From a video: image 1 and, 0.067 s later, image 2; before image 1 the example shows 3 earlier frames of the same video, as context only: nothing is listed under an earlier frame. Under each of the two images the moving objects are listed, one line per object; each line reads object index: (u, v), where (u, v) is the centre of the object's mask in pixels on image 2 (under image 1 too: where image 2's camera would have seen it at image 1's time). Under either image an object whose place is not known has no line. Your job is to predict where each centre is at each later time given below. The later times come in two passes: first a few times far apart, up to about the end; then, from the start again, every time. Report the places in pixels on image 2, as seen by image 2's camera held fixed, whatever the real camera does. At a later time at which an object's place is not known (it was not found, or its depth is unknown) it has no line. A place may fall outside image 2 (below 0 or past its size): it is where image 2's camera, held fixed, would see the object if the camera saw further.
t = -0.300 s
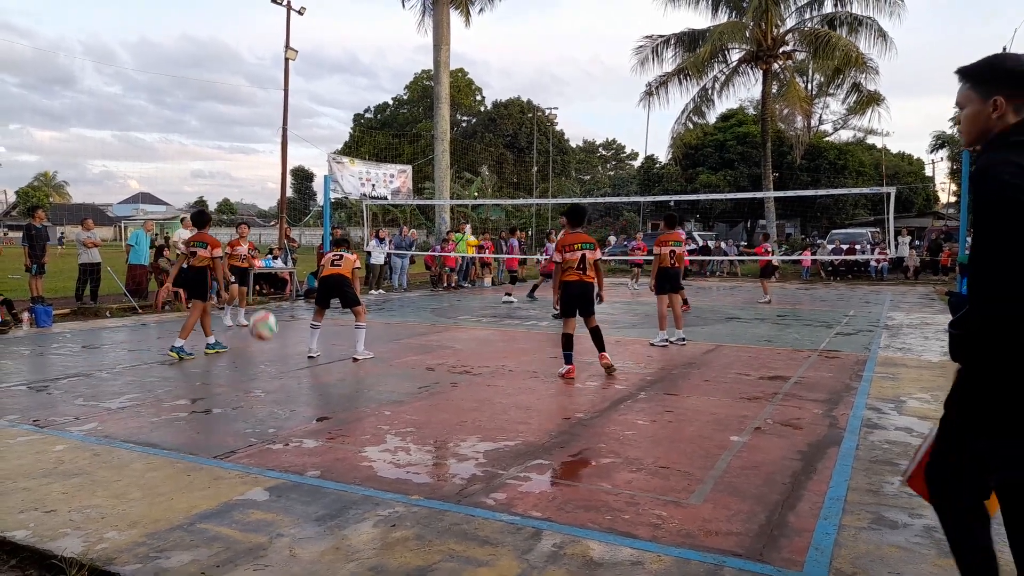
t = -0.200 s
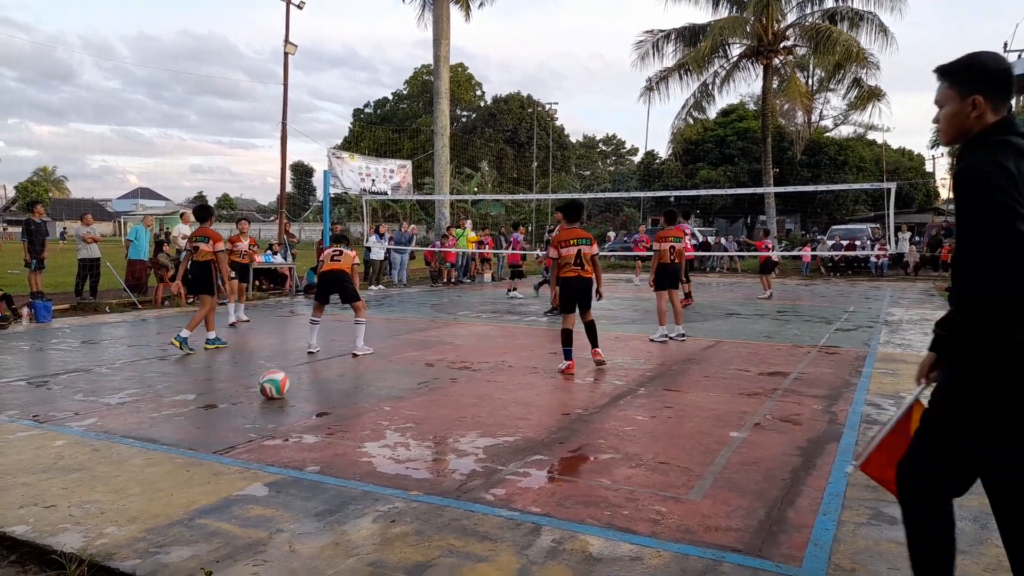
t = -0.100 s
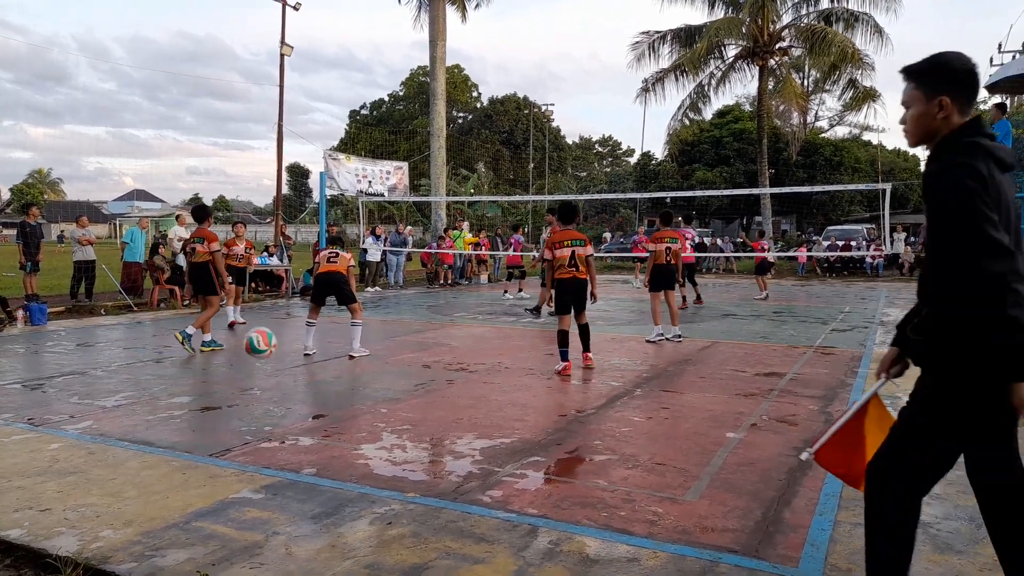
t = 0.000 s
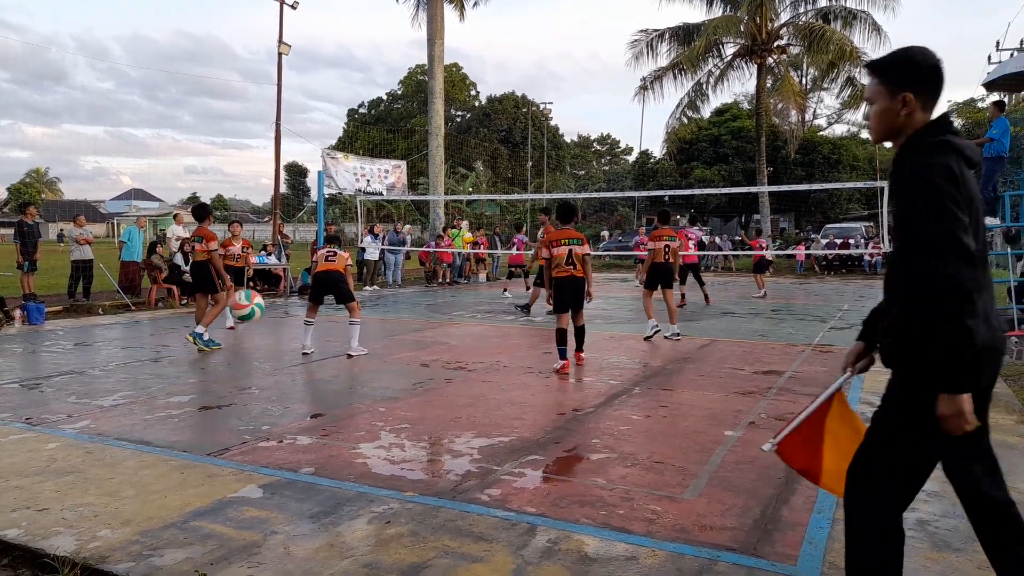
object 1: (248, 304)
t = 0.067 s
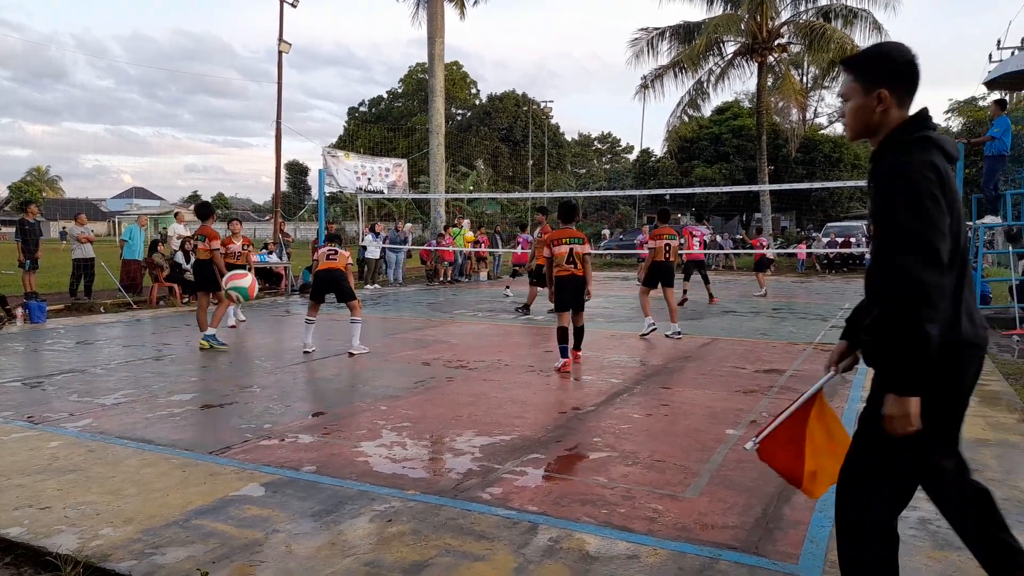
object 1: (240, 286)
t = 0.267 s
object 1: (212, 271)
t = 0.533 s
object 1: (166, 373)
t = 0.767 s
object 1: (101, 440)
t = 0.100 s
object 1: (236, 280)
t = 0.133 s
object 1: (231, 275)
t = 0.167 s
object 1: (226, 271)
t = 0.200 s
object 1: (221, 269)
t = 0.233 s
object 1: (216, 269)
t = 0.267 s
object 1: (212, 271)
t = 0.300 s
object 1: (207, 274)
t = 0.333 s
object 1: (201, 280)
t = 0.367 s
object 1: (196, 289)
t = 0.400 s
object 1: (191, 300)
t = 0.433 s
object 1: (185, 315)
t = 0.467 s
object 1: (181, 328)
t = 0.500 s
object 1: (174, 349)
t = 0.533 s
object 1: (166, 373)
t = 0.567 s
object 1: (159, 400)
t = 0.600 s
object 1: (152, 435)
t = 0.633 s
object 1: (144, 471)
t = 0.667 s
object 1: (136, 495)
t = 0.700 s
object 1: (124, 474)
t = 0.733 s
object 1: (114, 456)
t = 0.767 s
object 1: (101, 440)
